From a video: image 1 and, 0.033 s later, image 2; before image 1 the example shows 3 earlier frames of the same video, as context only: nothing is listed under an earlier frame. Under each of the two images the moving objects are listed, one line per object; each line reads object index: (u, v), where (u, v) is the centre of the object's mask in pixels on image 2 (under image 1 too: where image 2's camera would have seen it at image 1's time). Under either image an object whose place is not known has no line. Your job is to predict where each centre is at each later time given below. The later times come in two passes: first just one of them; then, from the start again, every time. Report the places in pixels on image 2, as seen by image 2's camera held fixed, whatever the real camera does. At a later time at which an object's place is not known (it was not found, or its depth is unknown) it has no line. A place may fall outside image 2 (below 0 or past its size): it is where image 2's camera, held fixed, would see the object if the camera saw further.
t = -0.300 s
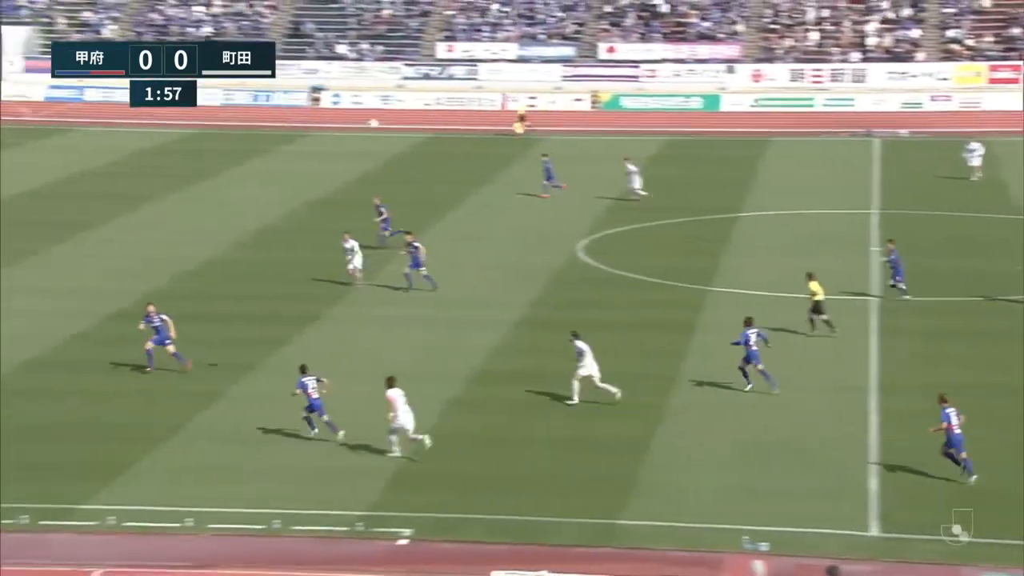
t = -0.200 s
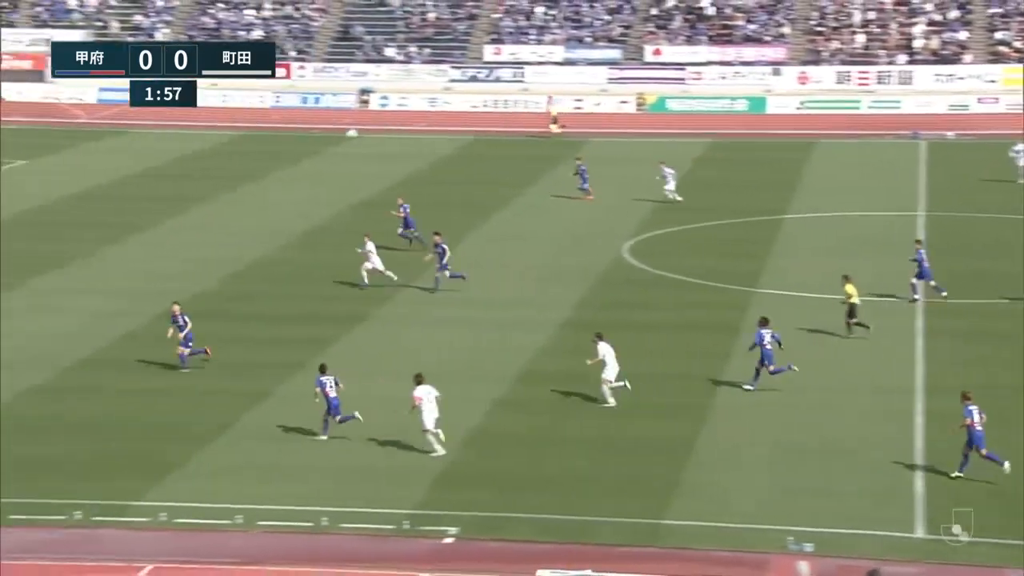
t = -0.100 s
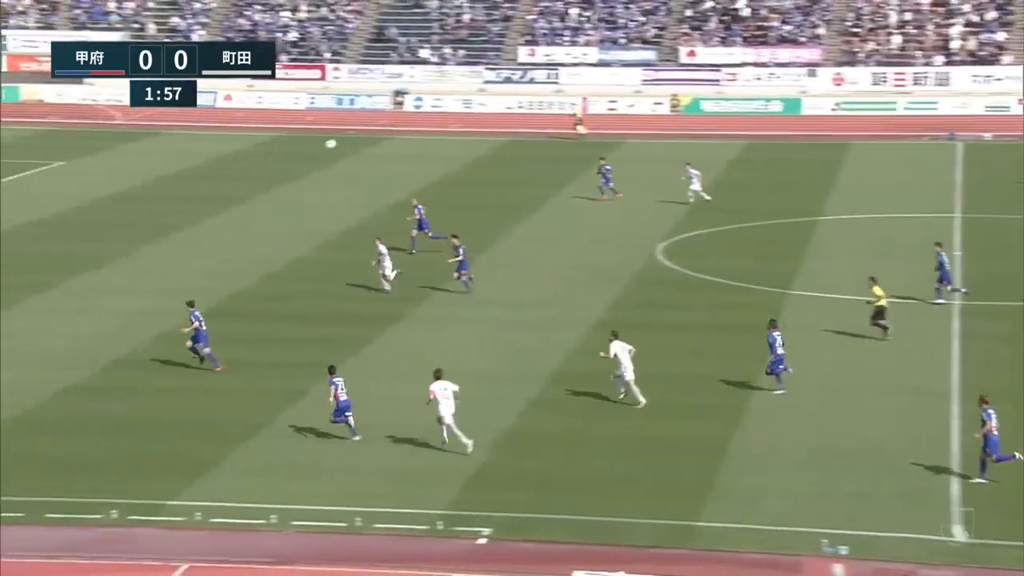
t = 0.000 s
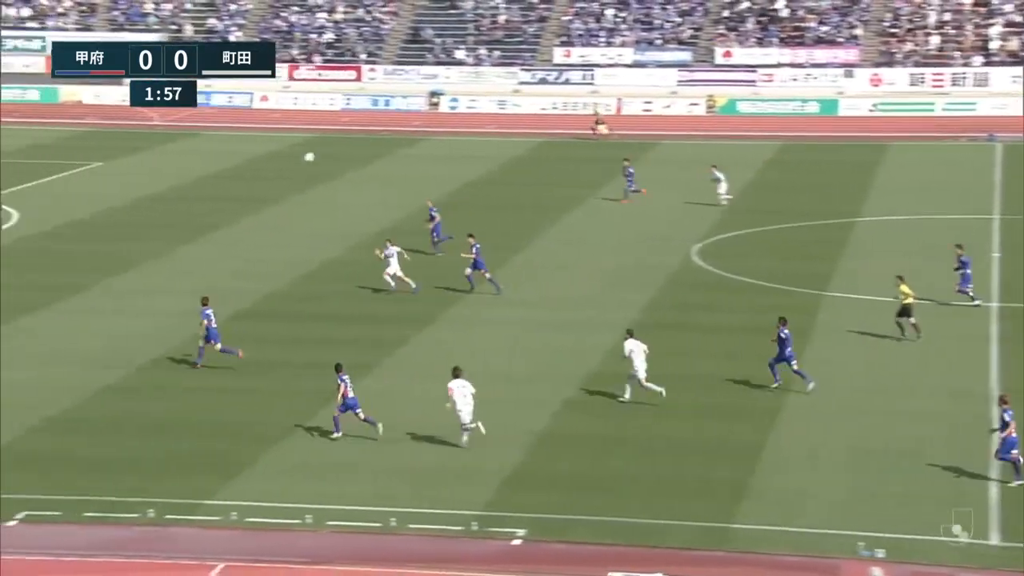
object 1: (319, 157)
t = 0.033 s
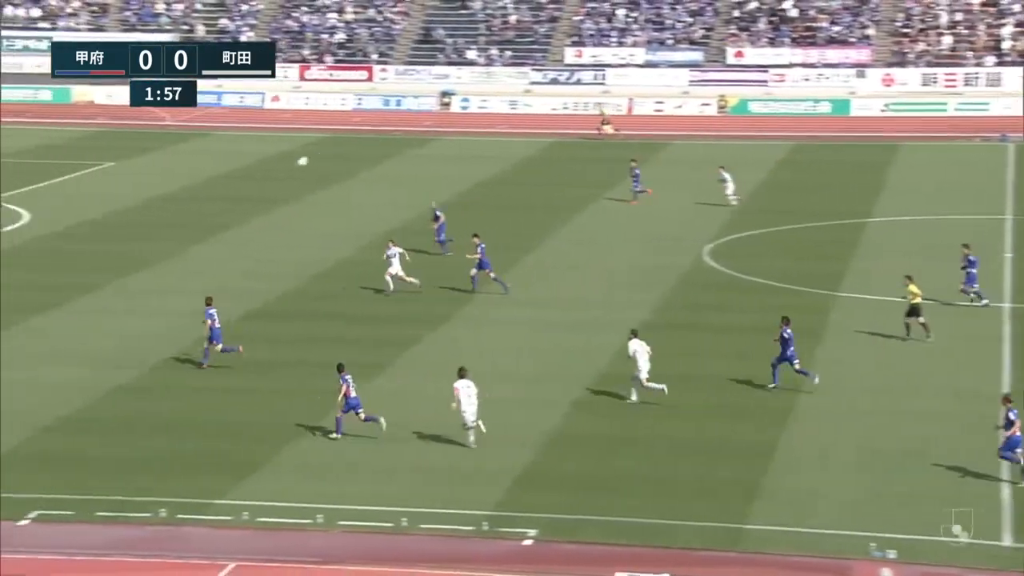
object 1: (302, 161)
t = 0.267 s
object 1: (183, 202)
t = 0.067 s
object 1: (284, 166)
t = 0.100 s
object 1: (267, 171)
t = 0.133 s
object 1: (253, 176)
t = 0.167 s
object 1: (233, 182)
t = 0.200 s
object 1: (217, 188)
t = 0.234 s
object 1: (203, 193)
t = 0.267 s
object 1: (183, 202)
